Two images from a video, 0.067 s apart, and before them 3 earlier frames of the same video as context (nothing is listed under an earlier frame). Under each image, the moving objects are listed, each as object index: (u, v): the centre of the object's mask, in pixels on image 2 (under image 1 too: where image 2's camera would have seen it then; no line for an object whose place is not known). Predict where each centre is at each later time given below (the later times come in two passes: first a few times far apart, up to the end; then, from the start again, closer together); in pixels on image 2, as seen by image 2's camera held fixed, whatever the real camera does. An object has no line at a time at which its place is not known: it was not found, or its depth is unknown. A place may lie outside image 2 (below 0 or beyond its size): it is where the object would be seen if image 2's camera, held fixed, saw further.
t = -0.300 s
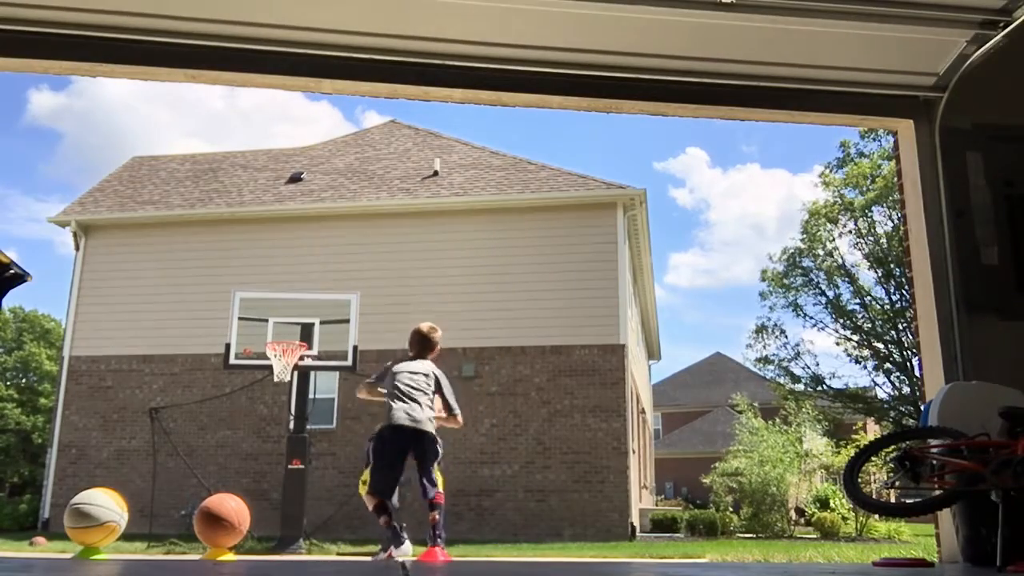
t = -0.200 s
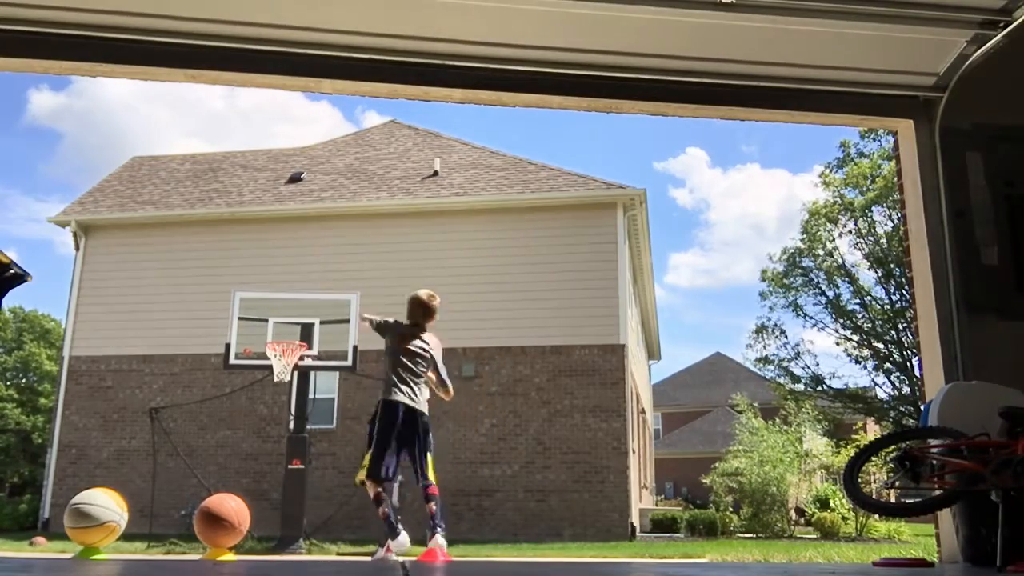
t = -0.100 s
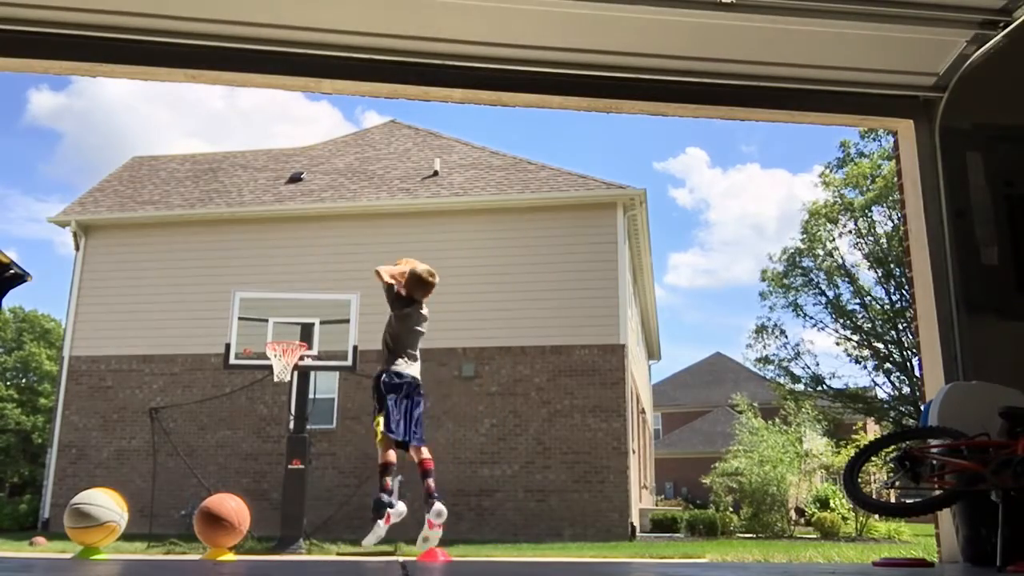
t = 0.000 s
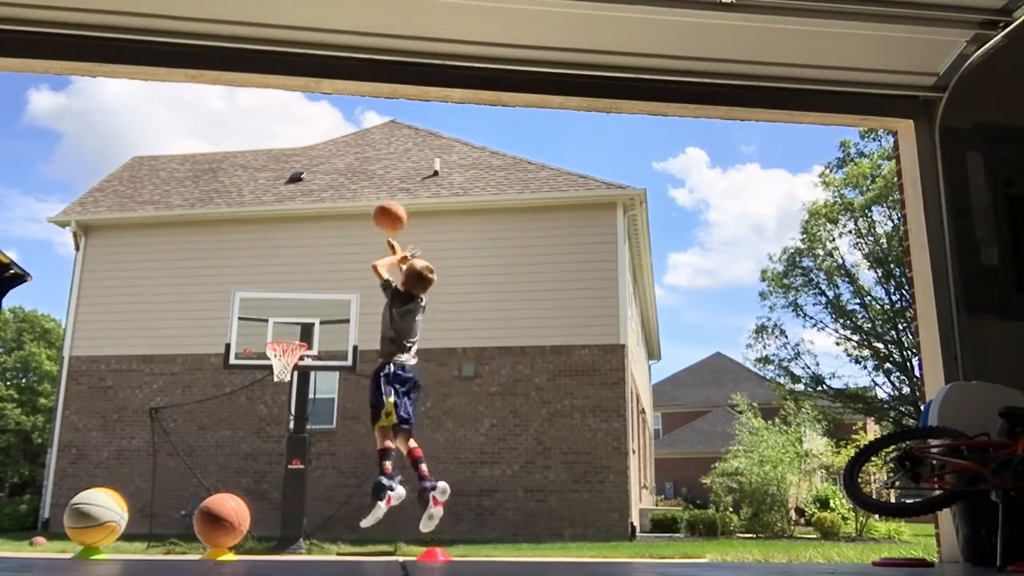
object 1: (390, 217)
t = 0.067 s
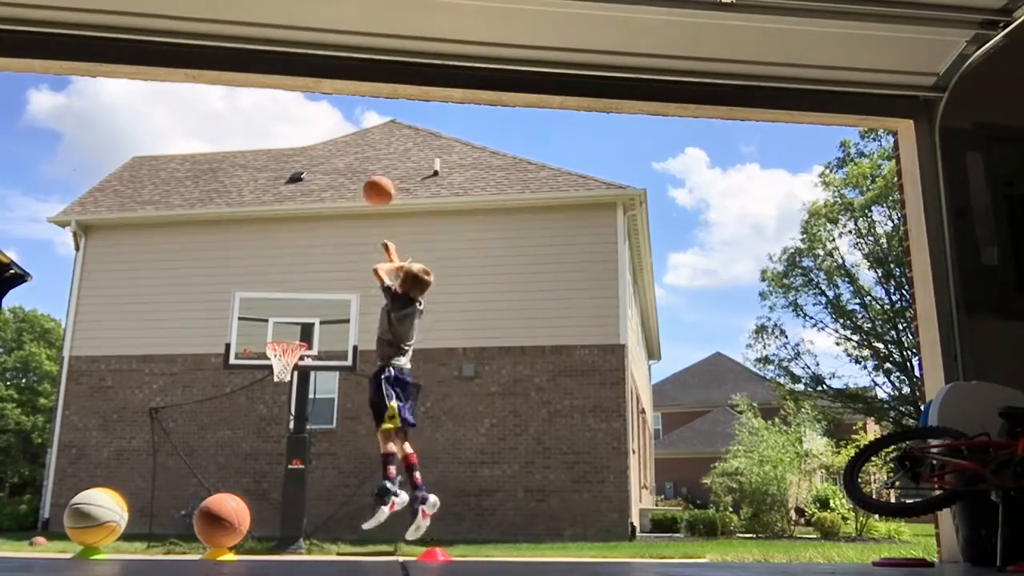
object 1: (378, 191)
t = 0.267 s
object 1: (350, 159)
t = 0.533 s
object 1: (321, 184)
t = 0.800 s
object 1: (295, 260)
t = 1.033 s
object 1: (276, 354)
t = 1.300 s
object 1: (312, 401)
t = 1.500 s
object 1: (338, 464)
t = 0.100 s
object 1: (373, 181)
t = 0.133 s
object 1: (368, 174)
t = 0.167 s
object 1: (364, 167)
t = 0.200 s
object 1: (359, 164)
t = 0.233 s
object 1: (355, 160)
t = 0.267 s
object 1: (350, 159)
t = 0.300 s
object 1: (347, 159)
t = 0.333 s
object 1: (343, 160)
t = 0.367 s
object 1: (340, 162)
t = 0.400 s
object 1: (336, 164)
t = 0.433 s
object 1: (332, 168)
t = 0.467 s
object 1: (329, 173)
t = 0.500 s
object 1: (325, 178)
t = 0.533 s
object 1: (321, 184)
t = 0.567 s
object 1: (318, 192)
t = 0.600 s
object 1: (315, 199)
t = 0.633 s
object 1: (311, 207)
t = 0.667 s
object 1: (308, 217)
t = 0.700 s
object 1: (304, 227)
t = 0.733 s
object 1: (301, 238)
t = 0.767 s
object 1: (299, 247)
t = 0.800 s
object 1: (295, 260)
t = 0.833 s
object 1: (292, 272)
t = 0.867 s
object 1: (289, 285)
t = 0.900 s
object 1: (285, 298)
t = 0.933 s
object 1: (283, 313)
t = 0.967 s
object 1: (280, 328)
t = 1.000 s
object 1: (276, 340)
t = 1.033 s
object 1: (276, 354)
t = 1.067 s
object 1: (281, 367)
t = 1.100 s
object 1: (285, 369)
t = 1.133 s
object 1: (290, 371)
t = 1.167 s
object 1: (295, 375)
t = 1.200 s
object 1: (299, 380)
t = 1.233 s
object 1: (304, 387)
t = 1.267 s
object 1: (308, 394)
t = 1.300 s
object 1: (312, 401)
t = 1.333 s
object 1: (317, 410)
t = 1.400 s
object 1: (326, 429)
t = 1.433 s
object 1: (330, 439)
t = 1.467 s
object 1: (334, 451)
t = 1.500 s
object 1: (338, 464)
